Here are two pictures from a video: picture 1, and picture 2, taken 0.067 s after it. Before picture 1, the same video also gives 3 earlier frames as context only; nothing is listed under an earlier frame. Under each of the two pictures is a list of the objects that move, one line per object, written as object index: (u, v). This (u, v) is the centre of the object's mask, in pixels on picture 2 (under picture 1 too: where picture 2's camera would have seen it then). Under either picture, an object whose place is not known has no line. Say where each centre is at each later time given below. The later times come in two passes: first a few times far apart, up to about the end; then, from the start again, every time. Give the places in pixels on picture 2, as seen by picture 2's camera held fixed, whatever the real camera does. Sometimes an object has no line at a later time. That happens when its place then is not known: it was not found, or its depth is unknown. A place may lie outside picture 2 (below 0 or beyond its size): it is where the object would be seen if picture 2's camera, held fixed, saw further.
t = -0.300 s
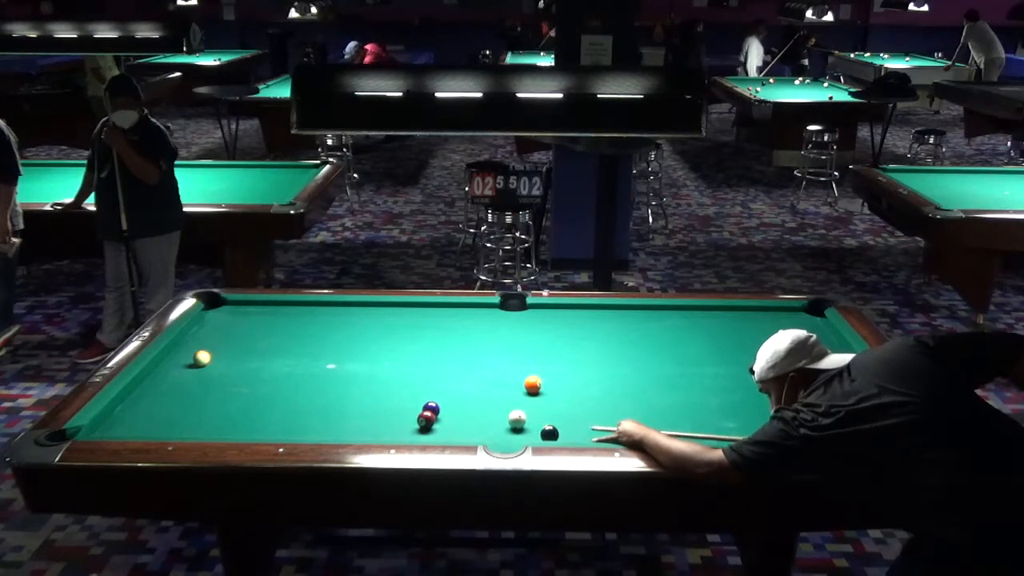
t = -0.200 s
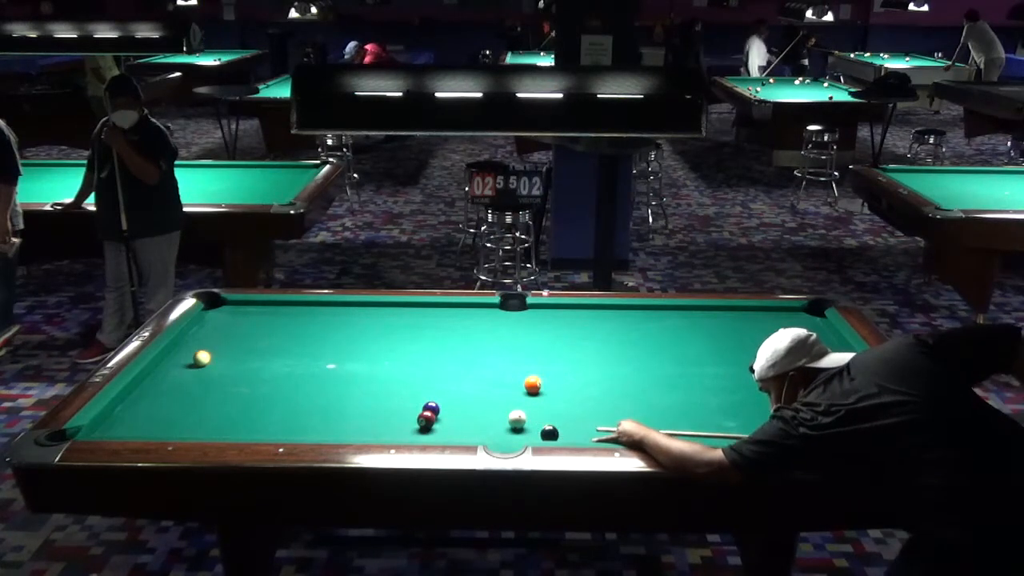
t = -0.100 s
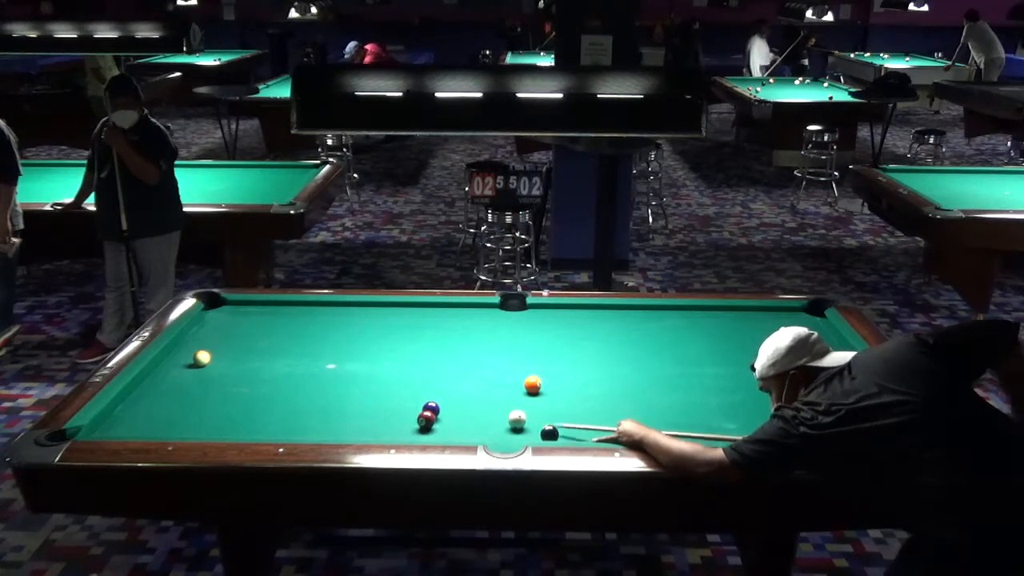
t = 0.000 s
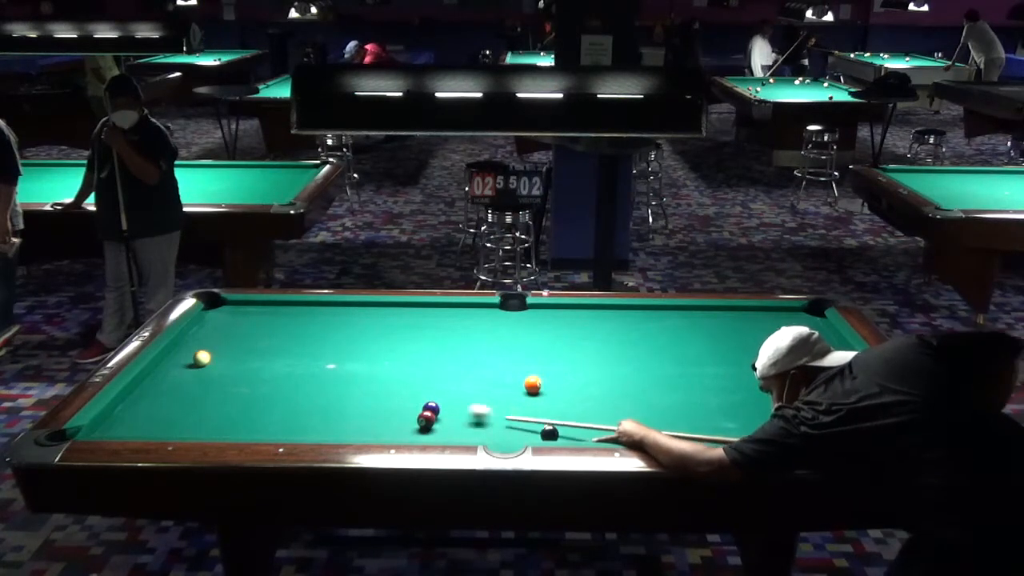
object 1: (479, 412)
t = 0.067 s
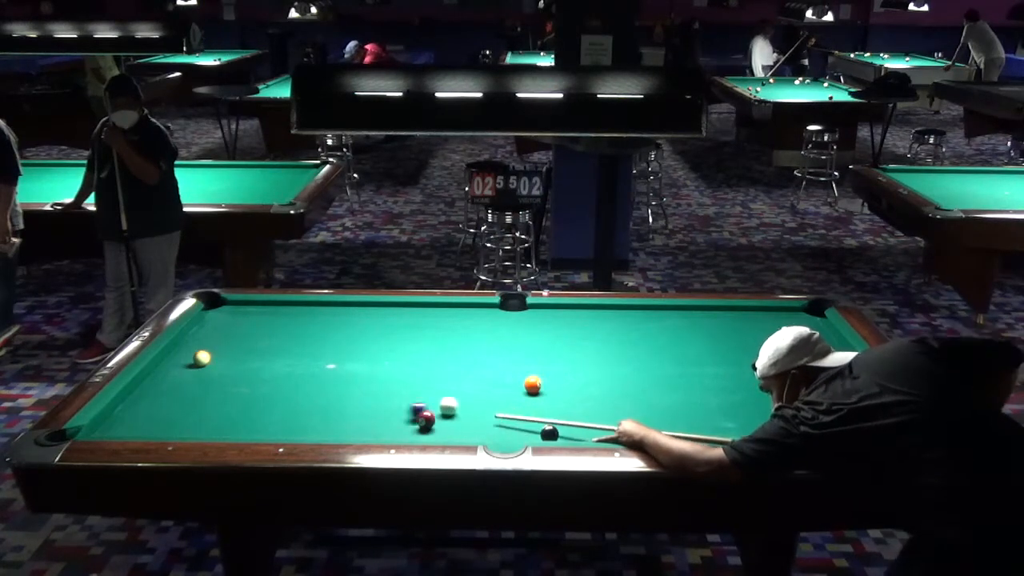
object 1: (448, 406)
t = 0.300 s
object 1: (448, 383)
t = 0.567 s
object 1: (448, 363)
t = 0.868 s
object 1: (448, 343)
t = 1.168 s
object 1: (448, 326)
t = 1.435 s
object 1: (448, 312)
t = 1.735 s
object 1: (453, 308)
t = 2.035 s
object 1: (461, 315)
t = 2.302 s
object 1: (468, 321)
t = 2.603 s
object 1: (476, 327)
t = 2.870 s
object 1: (482, 333)
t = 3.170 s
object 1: (489, 338)
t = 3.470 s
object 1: (495, 343)
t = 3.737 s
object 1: (499, 348)
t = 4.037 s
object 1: (503, 352)
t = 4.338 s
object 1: (507, 356)
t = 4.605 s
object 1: (509, 359)
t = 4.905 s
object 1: (512, 361)
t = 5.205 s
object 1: (514, 363)
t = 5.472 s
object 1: (514, 365)
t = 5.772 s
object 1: (515, 365)
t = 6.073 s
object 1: (515, 366)
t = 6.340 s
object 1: (515, 366)
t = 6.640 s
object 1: (515, 366)
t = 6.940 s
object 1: (515, 366)
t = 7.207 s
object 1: (515, 365)
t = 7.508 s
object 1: (515, 366)
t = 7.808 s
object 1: (515, 366)
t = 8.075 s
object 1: (515, 366)
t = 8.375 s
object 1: (515, 366)
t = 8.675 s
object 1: (515, 366)
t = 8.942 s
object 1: (515, 366)
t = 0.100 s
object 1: (448, 401)
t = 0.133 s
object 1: (448, 398)
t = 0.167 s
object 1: (448, 395)
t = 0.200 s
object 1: (448, 392)
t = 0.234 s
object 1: (448, 389)
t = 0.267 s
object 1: (448, 386)
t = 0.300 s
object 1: (448, 383)
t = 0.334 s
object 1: (448, 381)
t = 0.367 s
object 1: (448, 378)
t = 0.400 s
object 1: (448, 376)
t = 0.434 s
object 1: (448, 373)
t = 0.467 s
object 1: (448, 371)
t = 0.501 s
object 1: (448, 368)
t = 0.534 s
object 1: (448, 366)
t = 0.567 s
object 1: (448, 363)
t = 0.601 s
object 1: (448, 361)
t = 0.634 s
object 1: (448, 359)
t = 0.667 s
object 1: (448, 356)
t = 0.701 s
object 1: (448, 354)
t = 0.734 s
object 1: (448, 352)
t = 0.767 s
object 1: (448, 350)
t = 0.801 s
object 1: (448, 347)
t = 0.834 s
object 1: (448, 345)
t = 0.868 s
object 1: (448, 343)
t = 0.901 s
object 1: (448, 341)
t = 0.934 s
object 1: (448, 339)
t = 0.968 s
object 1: (448, 337)
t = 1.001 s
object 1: (448, 335)
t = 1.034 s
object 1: (448, 333)
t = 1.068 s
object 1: (448, 331)
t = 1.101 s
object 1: (448, 329)
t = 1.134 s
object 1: (448, 328)
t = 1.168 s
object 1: (448, 326)
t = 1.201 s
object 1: (448, 324)
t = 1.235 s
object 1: (449, 322)
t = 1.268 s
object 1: (448, 321)
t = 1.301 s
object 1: (449, 319)
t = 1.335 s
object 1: (448, 317)
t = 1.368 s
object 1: (448, 315)
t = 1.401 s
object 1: (448, 314)
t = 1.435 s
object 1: (448, 312)
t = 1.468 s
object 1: (448, 311)
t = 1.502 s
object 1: (448, 309)
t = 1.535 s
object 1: (448, 308)
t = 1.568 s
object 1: (448, 306)
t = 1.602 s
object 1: (449, 306)
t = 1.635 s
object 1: (450, 306)
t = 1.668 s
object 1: (451, 307)
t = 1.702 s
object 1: (451, 308)
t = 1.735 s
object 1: (453, 308)
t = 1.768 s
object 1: (453, 309)
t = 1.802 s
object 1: (454, 310)
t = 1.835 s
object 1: (455, 311)
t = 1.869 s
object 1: (456, 311)
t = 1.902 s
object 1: (457, 312)
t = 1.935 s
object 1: (459, 313)
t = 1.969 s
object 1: (459, 314)
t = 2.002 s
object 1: (460, 314)
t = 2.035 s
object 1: (461, 315)
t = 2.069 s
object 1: (462, 316)
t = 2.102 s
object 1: (463, 316)
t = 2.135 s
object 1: (464, 317)
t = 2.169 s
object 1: (465, 318)
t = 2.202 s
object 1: (466, 319)
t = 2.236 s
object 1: (467, 319)
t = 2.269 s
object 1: (468, 320)
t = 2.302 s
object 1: (468, 321)
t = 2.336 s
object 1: (470, 321)
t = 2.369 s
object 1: (470, 322)
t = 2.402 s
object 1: (471, 323)
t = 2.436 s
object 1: (472, 324)
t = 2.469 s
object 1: (473, 324)
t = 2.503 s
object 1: (474, 325)
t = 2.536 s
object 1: (475, 326)
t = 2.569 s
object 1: (475, 327)
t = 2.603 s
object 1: (476, 327)
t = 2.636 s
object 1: (477, 328)
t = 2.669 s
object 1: (478, 329)
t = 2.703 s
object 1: (478, 329)
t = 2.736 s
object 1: (479, 330)
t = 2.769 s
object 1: (480, 330)
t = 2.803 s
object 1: (481, 331)
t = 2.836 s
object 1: (482, 332)
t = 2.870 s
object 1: (482, 333)
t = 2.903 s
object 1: (483, 333)
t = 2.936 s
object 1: (484, 334)
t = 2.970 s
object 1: (485, 334)
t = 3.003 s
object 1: (485, 335)
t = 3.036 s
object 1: (486, 336)
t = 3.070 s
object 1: (487, 336)
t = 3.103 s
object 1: (488, 337)
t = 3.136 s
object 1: (488, 337)
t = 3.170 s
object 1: (489, 338)
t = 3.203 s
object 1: (490, 339)
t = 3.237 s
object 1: (490, 339)
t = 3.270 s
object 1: (491, 340)
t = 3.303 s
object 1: (491, 340)
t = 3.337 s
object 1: (492, 341)
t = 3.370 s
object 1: (493, 342)
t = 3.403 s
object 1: (493, 342)
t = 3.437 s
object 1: (494, 343)
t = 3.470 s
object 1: (495, 343)
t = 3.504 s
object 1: (495, 344)
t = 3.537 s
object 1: (496, 345)
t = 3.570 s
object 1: (496, 345)
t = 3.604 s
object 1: (497, 346)
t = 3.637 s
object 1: (497, 346)
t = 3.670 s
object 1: (498, 347)
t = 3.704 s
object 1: (498, 347)
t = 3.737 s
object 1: (499, 348)
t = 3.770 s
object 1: (499, 348)
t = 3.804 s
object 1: (500, 349)
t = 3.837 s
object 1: (500, 349)
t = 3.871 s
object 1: (501, 350)
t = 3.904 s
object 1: (502, 350)
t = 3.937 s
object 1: (502, 350)
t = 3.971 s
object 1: (503, 351)
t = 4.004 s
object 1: (503, 351)
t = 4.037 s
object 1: (503, 352)
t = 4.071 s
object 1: (504, 353)
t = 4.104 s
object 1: (504, 353)
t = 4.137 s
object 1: (505, 354)
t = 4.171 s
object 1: (505, 354)
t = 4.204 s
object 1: (505, 354)
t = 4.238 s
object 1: (506, 355)
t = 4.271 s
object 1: (506, 355)
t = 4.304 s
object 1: (506, 355)
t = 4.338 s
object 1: (507, 356)
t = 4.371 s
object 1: (507, 356)
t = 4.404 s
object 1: (507, 356)
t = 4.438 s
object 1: (508, 357)
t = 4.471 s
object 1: (508, 357)
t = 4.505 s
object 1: (508, 358)
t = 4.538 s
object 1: (509, 358)
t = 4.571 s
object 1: (509, 358)
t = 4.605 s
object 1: (509, 359)
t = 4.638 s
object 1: (509, 359)
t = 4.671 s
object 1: (510, 359)
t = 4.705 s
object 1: (510, 360)
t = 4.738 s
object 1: (510, 360)
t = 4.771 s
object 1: (511, 360)
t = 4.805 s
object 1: (511, 361)
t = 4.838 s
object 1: (511, 361)
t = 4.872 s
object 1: (511, 361)
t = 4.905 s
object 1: (512, 361)
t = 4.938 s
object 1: (512, 362)
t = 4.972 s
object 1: (512, 362)
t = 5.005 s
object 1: (512, 362)
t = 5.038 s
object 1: (513, 362)
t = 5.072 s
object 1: (513, 362)
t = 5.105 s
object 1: (513, 362)
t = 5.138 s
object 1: (513, 363)
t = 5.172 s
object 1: (513, 363)
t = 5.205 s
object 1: (514, 363)
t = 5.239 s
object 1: (514, 364)
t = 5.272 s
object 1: (514, 364)
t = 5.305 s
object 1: (514, 364)
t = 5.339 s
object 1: (514, 364)
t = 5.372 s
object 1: (514, 364)
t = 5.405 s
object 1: (514, 364)
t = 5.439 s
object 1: (514, 365)
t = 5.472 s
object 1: (514, 365)
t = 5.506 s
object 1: (515, 365)
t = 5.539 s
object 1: (515, 365)
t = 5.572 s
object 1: (515, 365)
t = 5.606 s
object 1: (515, 365)
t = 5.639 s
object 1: (515, 365)
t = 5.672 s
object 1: (515, 365)
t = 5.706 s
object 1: (515, 365)
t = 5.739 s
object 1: (515, 365)
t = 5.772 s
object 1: (515, 365)
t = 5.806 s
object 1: (515, 365)
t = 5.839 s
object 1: (515, 365)
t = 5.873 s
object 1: (515, 365)
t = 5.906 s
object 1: (515, 365)
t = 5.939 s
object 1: (515, 365)
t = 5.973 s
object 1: (515, 365)
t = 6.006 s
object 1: (515, 365)
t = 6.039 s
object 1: (515, 365)
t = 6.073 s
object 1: (515, 366)
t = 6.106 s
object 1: (515, 365)
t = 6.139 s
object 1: (515, 365)
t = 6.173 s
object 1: (515, 365)
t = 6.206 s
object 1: (515, 365)
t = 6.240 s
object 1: (515, 366)
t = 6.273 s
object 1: (515, 366)
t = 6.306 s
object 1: (515, 366)
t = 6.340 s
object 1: (515, 366)
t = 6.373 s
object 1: (515, 366)
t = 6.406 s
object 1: (515, 366)
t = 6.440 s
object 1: (515, 366)
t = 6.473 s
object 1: (515, 365)
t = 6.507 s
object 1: (515, 365)
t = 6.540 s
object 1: (515, 365)
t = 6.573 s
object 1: (515, 366)
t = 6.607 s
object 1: (515, 366)
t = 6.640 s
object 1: (515, 366)
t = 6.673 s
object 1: (515, 366)
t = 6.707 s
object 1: (515, 366)
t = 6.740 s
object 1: (515, 365)
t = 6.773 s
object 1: (515, 366)
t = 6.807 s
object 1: (515, 365)
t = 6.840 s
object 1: (515, 366)
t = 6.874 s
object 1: (515, 366)
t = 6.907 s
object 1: (515, 366)
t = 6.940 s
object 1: (515, 366)
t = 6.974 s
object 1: (515, 366)
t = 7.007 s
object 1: (515, 366)
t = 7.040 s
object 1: (515, 366)
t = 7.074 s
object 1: (515, 366)
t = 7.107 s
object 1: (515, 366)
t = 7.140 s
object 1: (515, 366)
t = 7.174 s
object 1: (515, 365)
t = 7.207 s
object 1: (515, 365)
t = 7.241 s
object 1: (515, 365)
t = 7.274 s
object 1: (515, 365)
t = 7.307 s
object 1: (515, 365)
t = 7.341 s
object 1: (515, 365)
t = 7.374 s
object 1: (515, 366)
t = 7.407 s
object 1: (515, 366)
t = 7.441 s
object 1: (515, 366)
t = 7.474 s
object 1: (515, 366)
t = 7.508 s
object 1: (515, 366)
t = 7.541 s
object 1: (515, 366)
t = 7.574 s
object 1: (515, 366)
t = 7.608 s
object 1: (515, 366)
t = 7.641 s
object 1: (515, 366)
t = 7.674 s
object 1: (515, 366)
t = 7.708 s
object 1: (515, 366)
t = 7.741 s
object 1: (515, 366)
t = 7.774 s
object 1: (515, 366)
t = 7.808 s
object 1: (515, 366)
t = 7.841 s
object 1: (515, 366)
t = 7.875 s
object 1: (515, 366)
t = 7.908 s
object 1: (515, 366)
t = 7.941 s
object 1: (515, 366)
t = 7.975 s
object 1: (515, 366)
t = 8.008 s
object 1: (515, 366)
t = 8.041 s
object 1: (515, 366)
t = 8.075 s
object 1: (515, 366)
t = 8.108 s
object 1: (515, 366)
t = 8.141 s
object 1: (515, 366)
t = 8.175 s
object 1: (515, 366)
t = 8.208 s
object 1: (515, 366)
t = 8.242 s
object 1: (515, 366)
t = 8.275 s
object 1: (515, 366)
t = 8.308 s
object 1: (515, 366)
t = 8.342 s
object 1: (515, 366)
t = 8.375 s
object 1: (515, 366)
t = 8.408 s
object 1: (515, 366)
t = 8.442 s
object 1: (515, 366)
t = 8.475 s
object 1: (515, 366)
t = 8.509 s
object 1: (515, 366)
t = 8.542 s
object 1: (515, 366)
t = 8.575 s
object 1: (515, 366)
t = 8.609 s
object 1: (515, 366)
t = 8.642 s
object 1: (515, 366)
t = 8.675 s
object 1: (515, 366)
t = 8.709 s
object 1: (515, 365)
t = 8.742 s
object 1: (515, 366)
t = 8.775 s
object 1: (515, 365)
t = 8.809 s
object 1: (515, 366)
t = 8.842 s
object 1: (515, 366)
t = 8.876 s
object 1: (515, 366)
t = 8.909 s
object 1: (515, 366)
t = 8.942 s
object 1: (515, 366)
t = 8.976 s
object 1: (515, 366)
